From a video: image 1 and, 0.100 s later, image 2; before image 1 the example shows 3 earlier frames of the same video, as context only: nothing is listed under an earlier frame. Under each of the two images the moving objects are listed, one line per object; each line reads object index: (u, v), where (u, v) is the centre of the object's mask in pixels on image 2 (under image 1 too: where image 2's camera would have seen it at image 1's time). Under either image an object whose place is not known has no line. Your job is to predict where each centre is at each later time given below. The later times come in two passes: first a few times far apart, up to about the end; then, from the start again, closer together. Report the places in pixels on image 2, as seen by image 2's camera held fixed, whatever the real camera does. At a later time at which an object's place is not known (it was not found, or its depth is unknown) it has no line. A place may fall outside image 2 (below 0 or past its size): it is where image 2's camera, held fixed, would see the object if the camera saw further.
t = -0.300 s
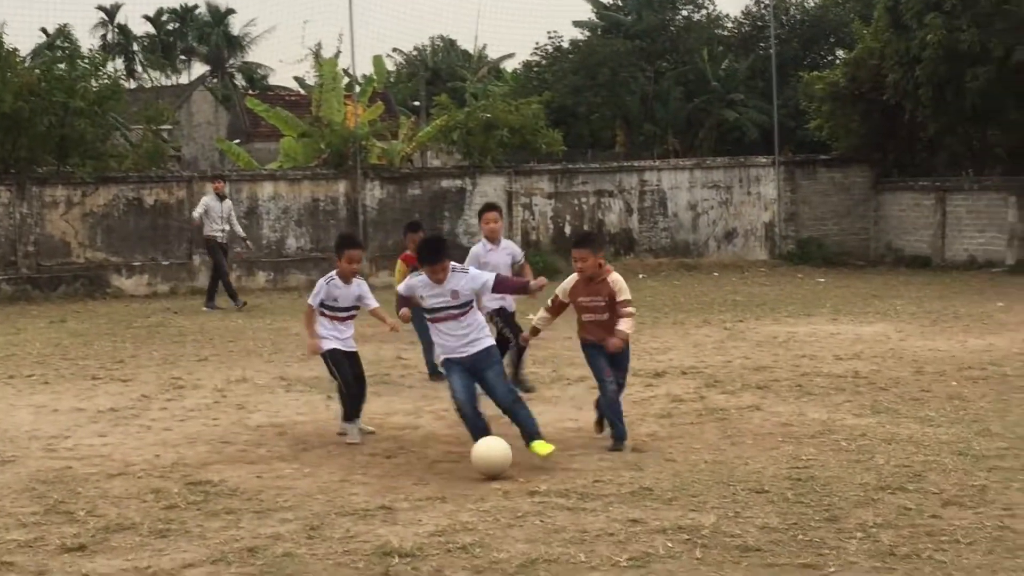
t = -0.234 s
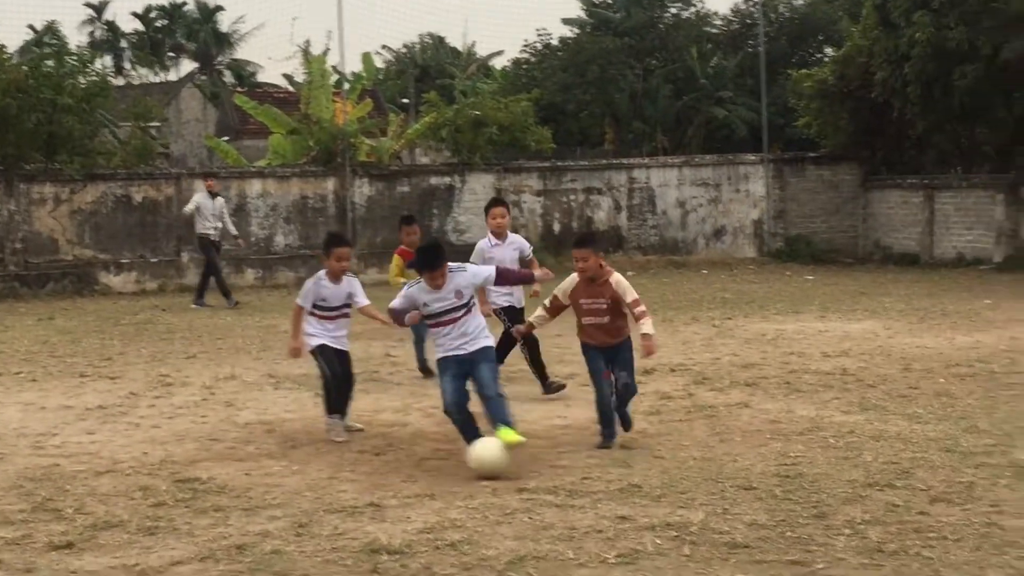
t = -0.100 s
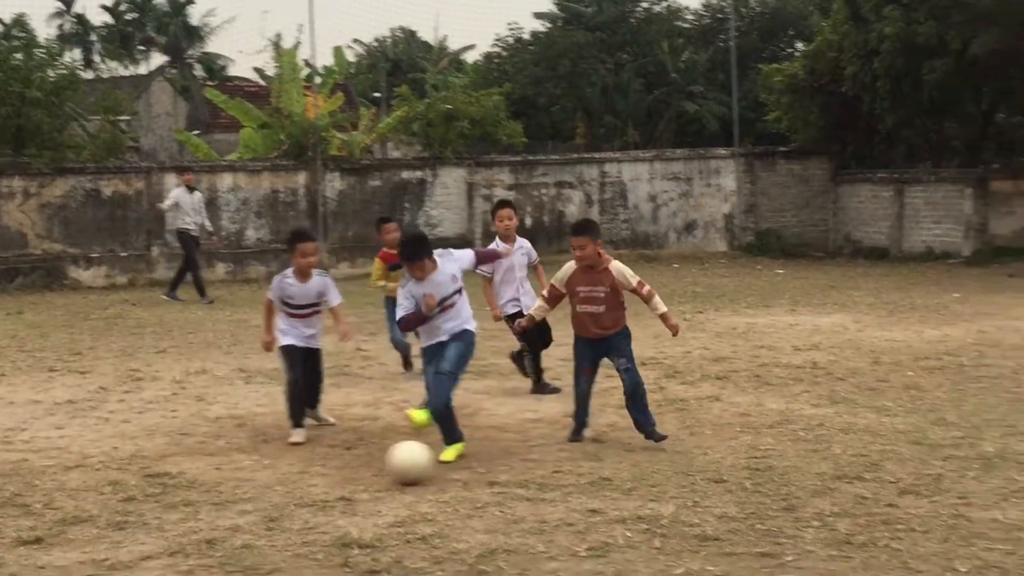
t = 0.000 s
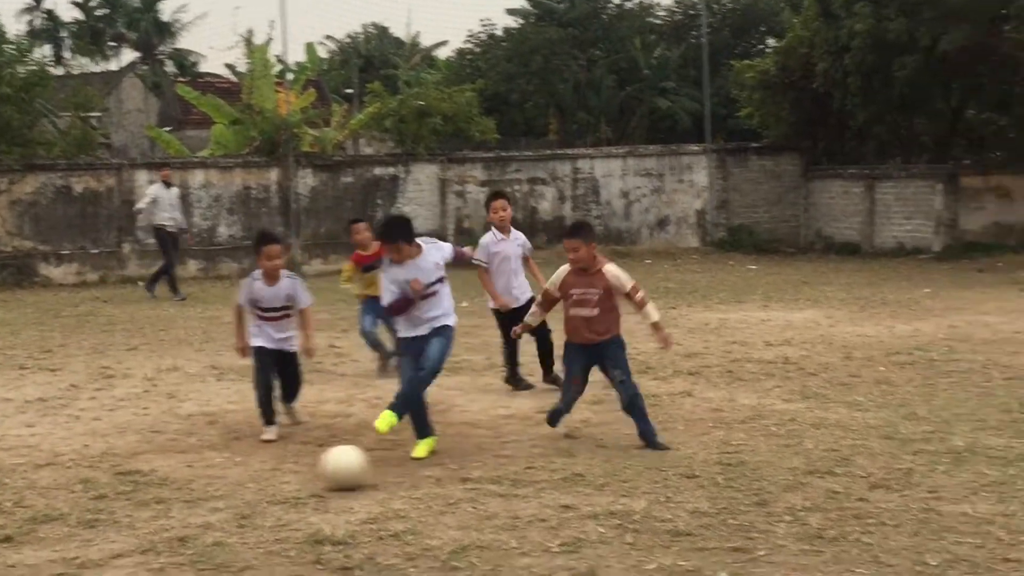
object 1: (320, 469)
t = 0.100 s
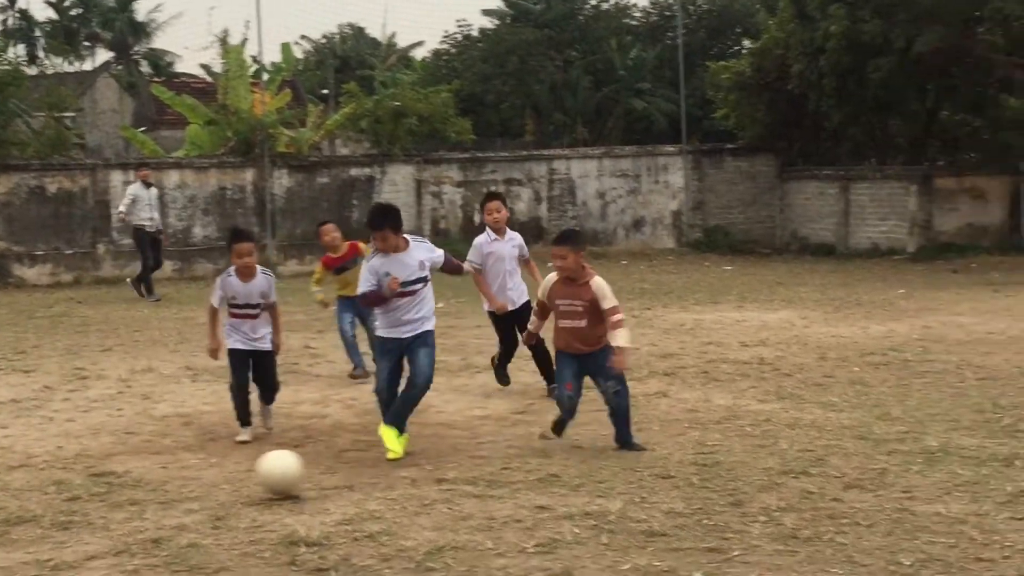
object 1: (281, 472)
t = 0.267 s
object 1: (213, 490)
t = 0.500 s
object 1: (107, 519)
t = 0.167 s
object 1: (254, 477)
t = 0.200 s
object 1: (240, 484)
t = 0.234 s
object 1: (226, 490)
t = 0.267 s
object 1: (213, 490)
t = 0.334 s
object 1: (184, 493)
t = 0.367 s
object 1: (170, 499)
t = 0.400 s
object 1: (156, 507)
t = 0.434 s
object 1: (141, 513)
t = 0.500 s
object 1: (107, 519)
